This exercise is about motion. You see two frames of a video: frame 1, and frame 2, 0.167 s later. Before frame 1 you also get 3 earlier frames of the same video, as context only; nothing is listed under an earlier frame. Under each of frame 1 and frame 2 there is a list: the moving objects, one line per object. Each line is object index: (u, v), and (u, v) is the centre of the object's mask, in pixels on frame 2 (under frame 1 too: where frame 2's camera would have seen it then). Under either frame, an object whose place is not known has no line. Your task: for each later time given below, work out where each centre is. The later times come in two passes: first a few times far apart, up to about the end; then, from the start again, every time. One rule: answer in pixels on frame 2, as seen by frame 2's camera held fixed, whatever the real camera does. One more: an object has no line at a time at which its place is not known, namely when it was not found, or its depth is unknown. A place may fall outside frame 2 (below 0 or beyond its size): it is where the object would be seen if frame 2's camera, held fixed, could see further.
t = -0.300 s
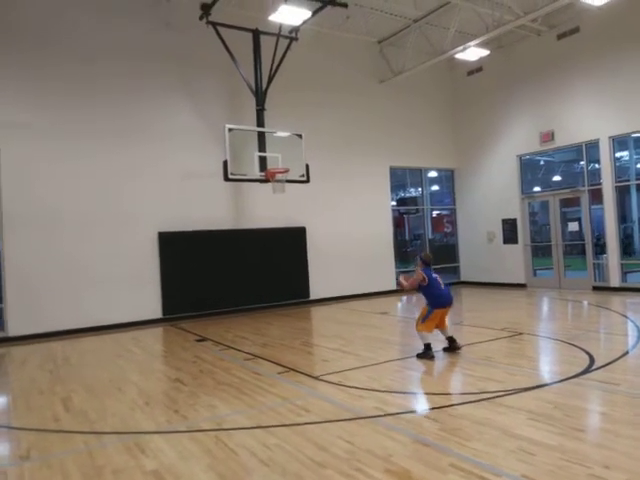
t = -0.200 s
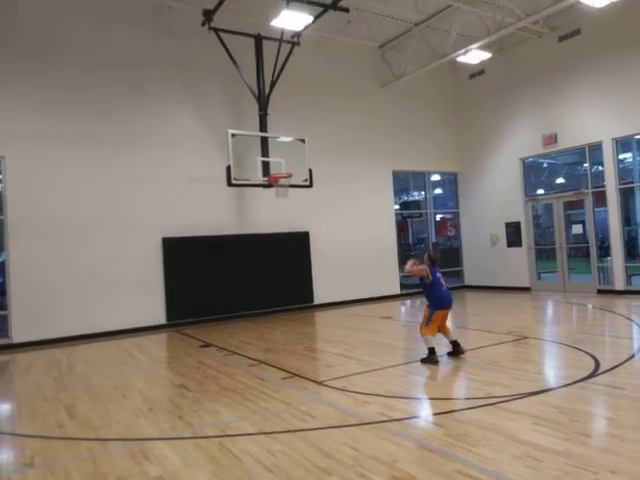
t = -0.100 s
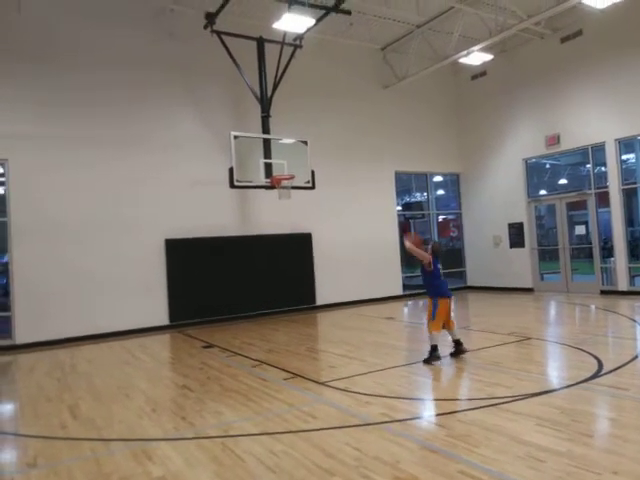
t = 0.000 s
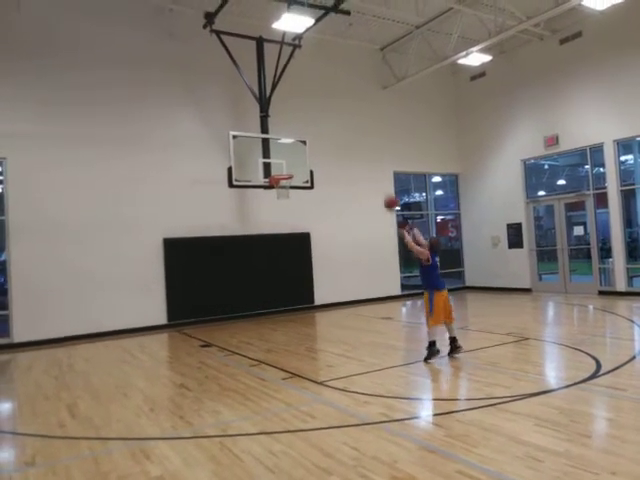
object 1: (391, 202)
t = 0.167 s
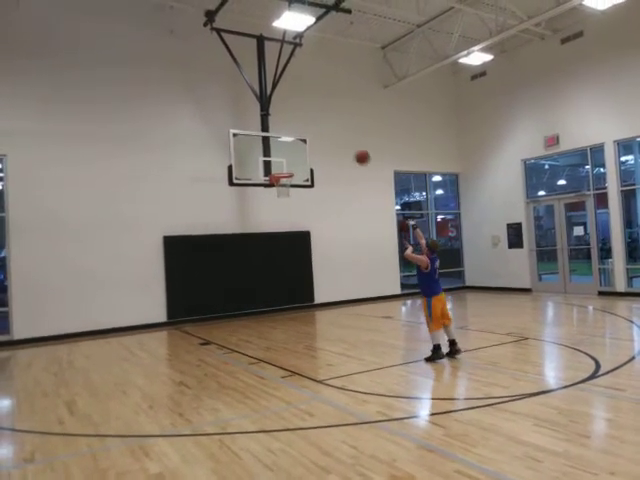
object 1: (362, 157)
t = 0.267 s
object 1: (347, 141)
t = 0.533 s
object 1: (315, 130)
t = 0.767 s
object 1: (295, 152)
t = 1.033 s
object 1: (281, 189)
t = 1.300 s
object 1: (279, 224)
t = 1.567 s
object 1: (281, 296)
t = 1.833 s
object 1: (281, 277)
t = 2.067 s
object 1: (283, 242)
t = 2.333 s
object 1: (288, 237)
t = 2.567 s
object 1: (295, 263)
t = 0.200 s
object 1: (357, 151)
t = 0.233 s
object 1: (352, 146)
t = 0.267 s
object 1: (347, 141)
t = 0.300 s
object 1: (343, 137)
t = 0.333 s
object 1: (339, 135)
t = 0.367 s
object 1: (335, 133)
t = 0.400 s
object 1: (331, 132)
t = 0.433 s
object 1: (327, 130)
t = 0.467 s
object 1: (322, 129)
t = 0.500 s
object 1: (319, 130)
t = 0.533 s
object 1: (315, 130)
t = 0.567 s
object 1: (312, 132)
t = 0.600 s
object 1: (309, 134)
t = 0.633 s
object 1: (306, 137)
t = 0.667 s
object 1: (302, 140)
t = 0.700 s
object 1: (300, 143)
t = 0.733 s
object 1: (297, 147)
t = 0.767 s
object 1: (295, 152)
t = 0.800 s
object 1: (292, 157)
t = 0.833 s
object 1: (290, 162)
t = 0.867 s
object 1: (287, 167)
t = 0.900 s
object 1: (285, 172)
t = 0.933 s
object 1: (286, 177)
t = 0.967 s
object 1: (282, 185)
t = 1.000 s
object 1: (281, 188)
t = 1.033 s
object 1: (281, 189)
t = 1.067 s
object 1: (281, 190)
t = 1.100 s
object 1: (280, 193)
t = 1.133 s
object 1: (280, 198)
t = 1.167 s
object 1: (280, 202)
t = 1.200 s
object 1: (280, 206)
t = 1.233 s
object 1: (280, 212)
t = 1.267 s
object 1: (280, 218)
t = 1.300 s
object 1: (279, 224)
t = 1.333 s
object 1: (280, 230)
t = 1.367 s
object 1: (280, 238)
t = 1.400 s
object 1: (280, 246)
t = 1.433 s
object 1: (280, 255)
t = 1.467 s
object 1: (280, 264)
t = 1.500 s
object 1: (280, 274)
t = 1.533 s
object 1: (280, 285)
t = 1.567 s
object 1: (281, 296)
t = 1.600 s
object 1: (281, 306)
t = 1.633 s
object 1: (280, 322)
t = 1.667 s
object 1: (282, 320)
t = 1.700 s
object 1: (281, 306)
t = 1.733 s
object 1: (281, 300)
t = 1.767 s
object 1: (282, 290)
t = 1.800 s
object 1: (282, 284)
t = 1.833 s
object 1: (281, 277)
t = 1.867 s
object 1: (281, 271)
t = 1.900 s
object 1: (282, 264)
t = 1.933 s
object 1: (282, 260)
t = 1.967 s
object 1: (282, 254)
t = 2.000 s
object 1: (283, 249)
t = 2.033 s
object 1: (283, 245)
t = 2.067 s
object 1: (283, 242)
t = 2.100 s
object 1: (284, 239)
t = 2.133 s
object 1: (284, 238)
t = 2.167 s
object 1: (284, 237)
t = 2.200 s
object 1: (285, 236)
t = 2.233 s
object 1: (285, 235)
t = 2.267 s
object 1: (286, 235)
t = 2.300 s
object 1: (287, 235)
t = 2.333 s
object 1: (288, 237)
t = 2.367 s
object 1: (289, 238)
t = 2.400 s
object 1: (290, 240)
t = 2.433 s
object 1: (290, 244)
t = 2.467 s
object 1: (291, 247)
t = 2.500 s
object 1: (292, 252)
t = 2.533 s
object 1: (293, 257)
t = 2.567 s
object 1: (295, 263)
